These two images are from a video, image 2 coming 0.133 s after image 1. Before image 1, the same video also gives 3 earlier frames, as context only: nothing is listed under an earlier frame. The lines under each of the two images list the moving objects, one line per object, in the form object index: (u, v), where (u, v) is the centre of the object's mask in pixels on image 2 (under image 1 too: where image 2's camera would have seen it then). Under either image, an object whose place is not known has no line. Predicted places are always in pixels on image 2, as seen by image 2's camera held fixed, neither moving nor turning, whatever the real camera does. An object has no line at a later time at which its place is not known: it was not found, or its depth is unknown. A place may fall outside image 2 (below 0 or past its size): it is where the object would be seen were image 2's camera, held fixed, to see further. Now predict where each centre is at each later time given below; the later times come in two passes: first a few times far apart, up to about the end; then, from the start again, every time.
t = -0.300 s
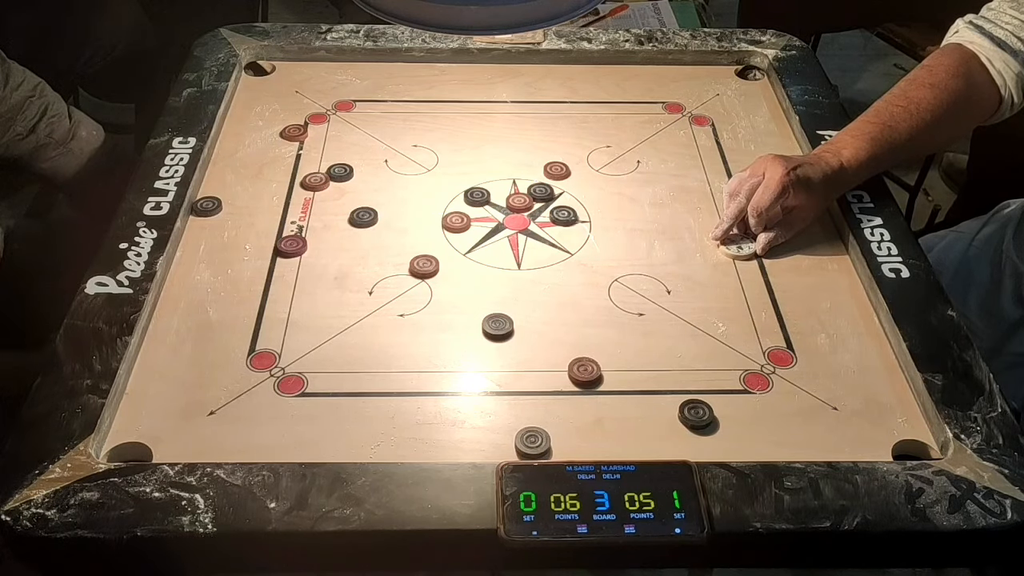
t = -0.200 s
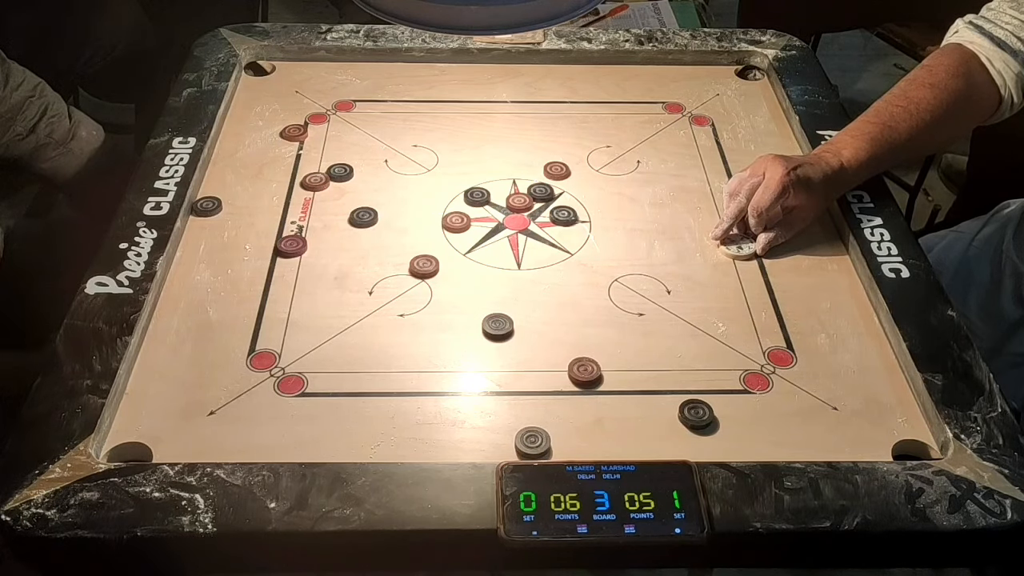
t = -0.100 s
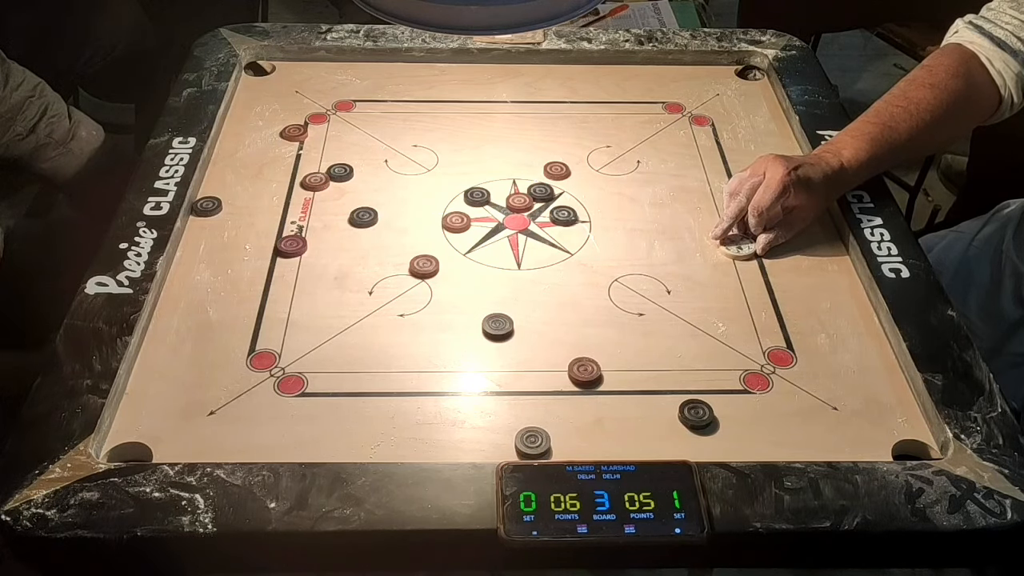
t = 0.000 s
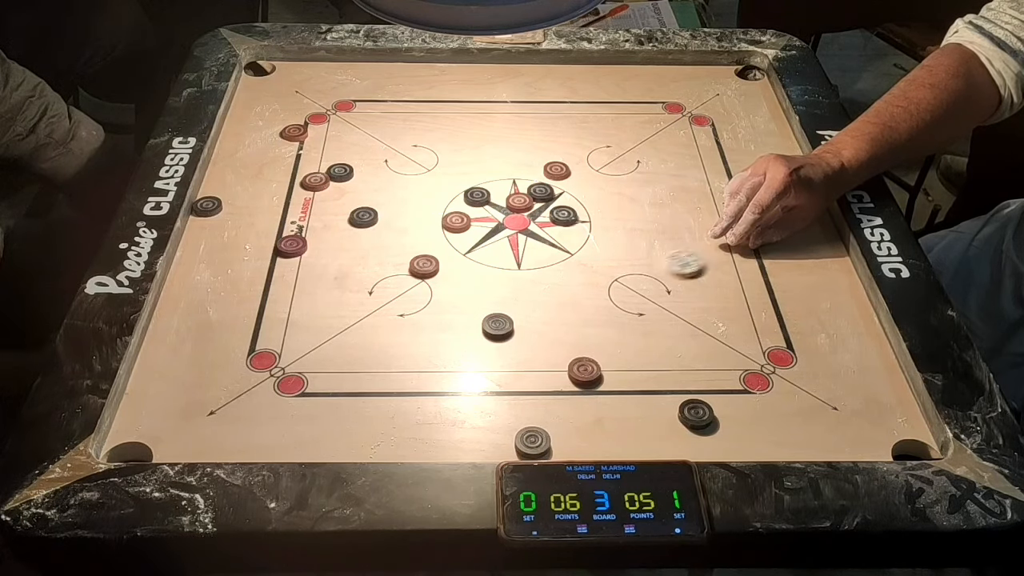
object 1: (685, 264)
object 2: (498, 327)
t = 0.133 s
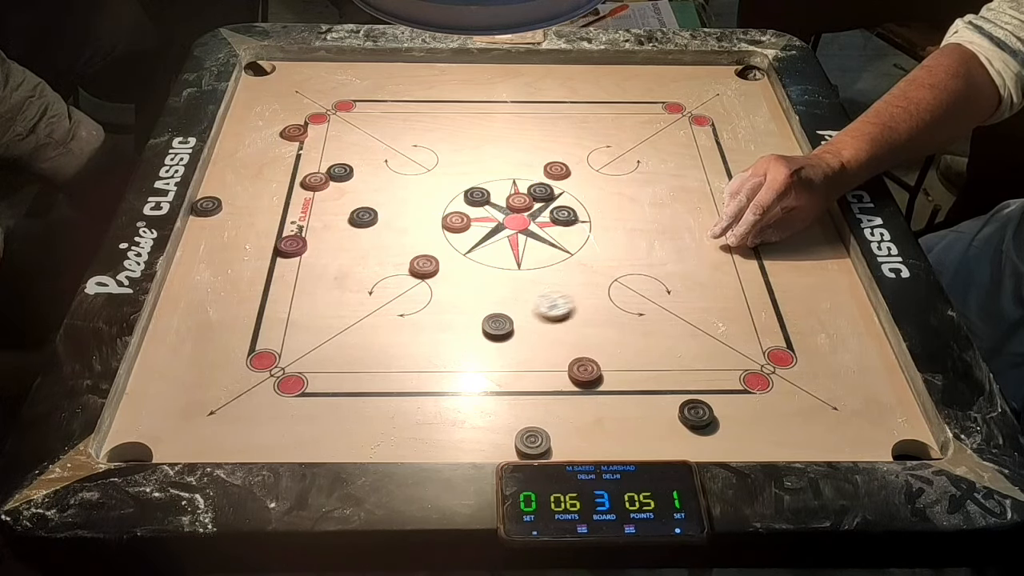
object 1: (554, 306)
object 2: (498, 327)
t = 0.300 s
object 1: (475, 328)
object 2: (330, 390)
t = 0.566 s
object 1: (443, 337)
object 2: (130, 453)
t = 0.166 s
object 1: (525, 315)
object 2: (489, 329)
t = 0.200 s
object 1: (511, 319)
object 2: (448, 345)
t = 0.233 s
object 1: (498, 322)
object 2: (408, 360)
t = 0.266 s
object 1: (486, 325)
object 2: (369, 375)
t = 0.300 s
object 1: (475, 328)
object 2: (330, 390)
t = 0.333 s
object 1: (466, 331)
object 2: (292, 406)
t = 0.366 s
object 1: (459, 333)
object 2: (256, 418)
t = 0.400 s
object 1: (452, 334)
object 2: (221, 431)
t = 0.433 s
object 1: (448, 335)
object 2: (189, 442)
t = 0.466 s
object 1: (445, 336)
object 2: (160, 450)
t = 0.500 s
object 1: (443, 337)
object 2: (134, 456)
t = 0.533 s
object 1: (443, 336)
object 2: (130, 453)
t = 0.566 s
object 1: (443, 337)
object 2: (130, 453)
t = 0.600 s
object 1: (443, 336)
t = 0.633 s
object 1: (443, 336)
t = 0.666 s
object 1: (443, 336)
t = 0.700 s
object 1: (443, 336)
